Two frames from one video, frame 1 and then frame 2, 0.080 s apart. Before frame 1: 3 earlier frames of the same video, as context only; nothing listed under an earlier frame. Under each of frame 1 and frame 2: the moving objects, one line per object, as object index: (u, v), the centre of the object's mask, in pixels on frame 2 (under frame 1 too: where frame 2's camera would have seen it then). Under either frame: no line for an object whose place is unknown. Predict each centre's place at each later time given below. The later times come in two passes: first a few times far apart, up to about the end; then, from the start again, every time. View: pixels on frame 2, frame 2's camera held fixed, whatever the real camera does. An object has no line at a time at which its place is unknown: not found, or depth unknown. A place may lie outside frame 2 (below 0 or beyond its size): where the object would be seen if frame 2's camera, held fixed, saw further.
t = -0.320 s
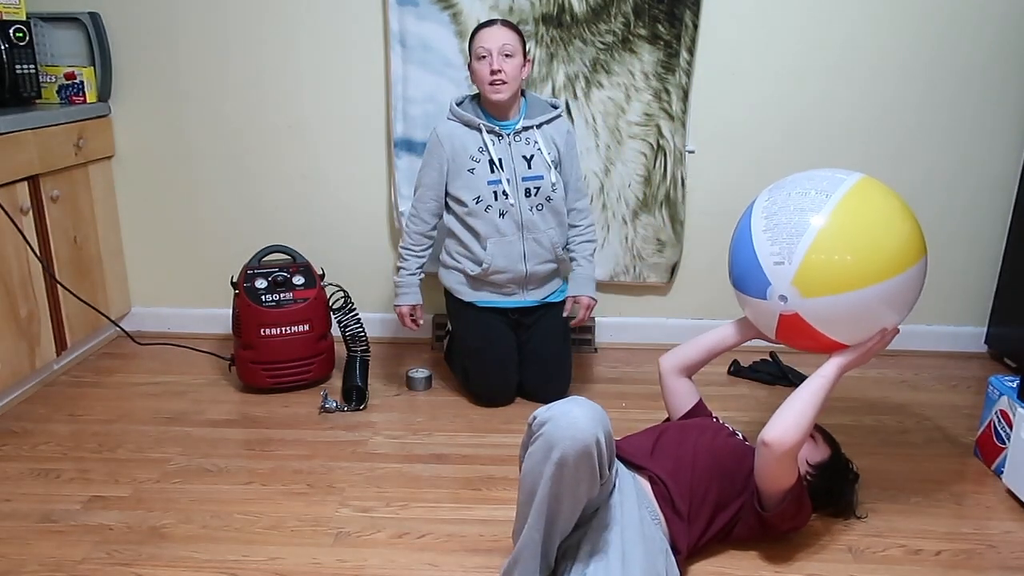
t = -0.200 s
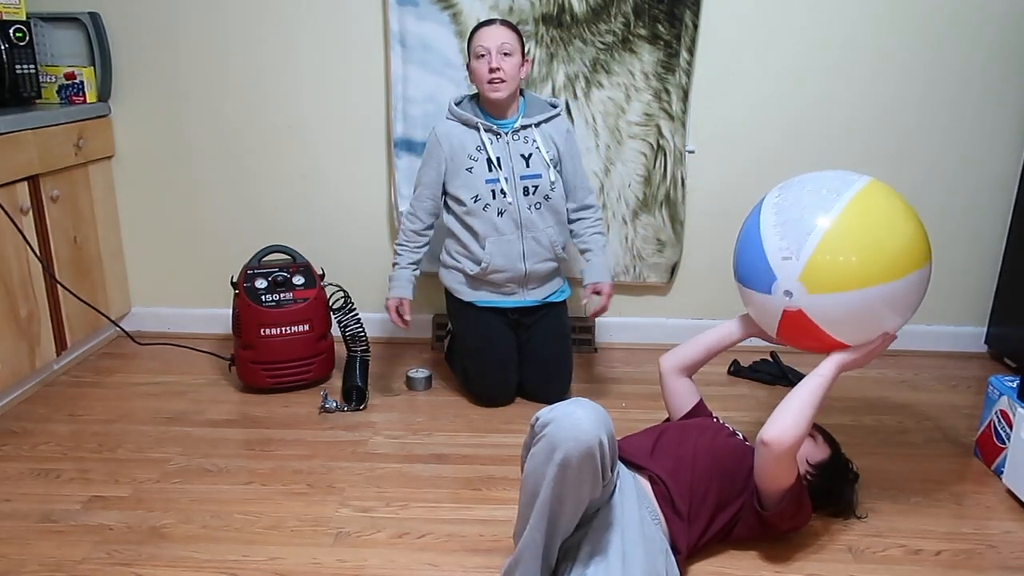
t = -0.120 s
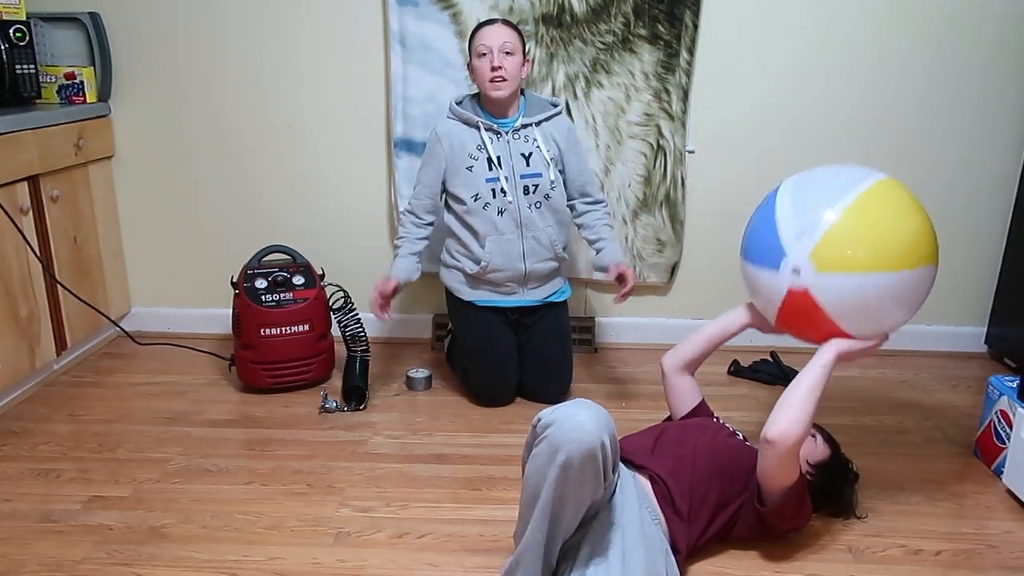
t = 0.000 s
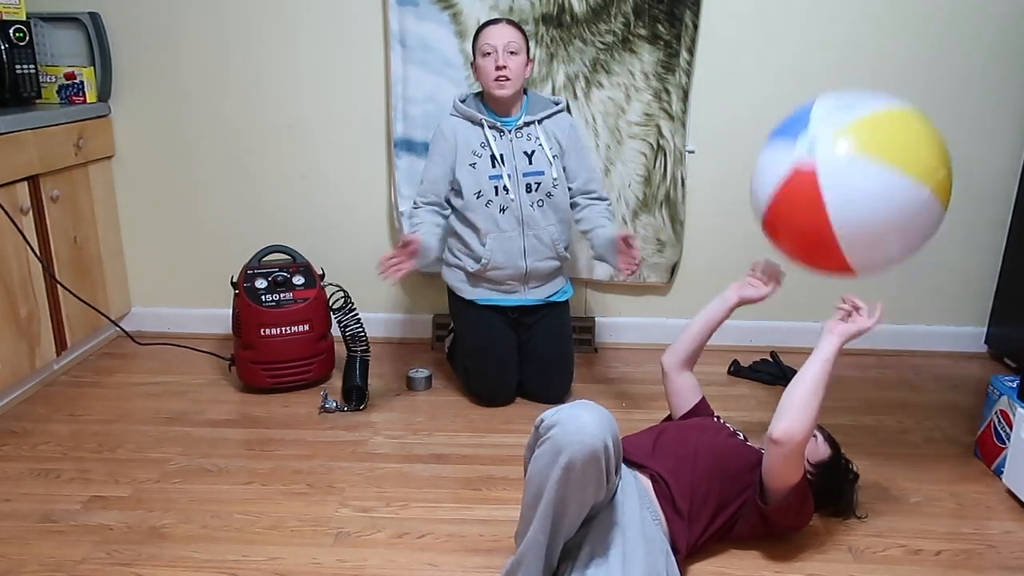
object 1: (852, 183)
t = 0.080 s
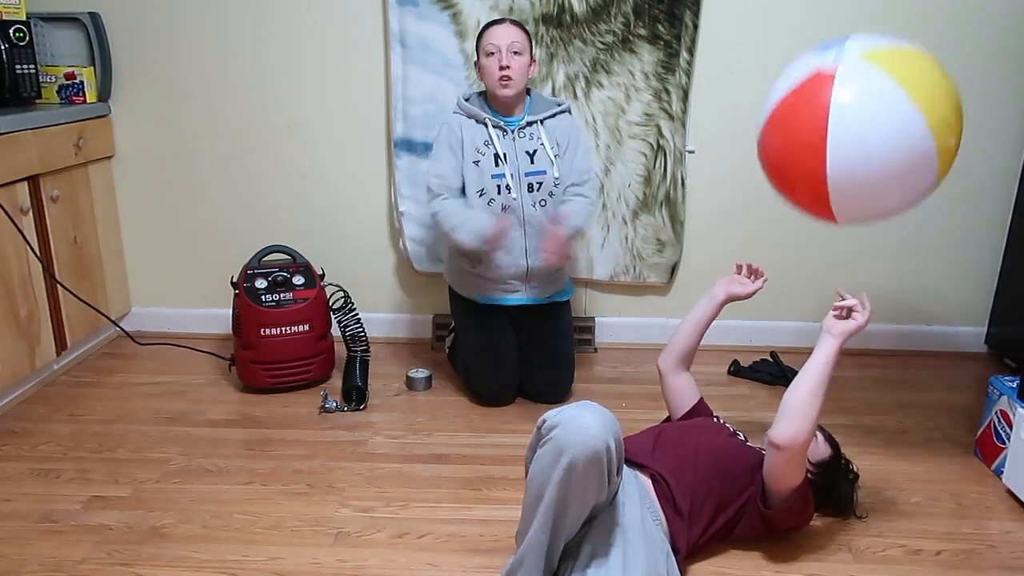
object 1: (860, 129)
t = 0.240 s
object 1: (870, 70)
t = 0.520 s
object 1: (875, 77)
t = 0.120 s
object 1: (863, 106)
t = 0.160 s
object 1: (866, 89)
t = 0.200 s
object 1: (868, 78)
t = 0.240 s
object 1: (870, 70)
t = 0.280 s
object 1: (871, 66)
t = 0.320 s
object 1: (872, 63)
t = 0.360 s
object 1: (873, 62)
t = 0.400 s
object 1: (874, 63)
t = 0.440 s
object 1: (874, 66)
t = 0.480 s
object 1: (874, 70)
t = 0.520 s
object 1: (875, 77)
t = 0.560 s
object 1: (874, 87)
